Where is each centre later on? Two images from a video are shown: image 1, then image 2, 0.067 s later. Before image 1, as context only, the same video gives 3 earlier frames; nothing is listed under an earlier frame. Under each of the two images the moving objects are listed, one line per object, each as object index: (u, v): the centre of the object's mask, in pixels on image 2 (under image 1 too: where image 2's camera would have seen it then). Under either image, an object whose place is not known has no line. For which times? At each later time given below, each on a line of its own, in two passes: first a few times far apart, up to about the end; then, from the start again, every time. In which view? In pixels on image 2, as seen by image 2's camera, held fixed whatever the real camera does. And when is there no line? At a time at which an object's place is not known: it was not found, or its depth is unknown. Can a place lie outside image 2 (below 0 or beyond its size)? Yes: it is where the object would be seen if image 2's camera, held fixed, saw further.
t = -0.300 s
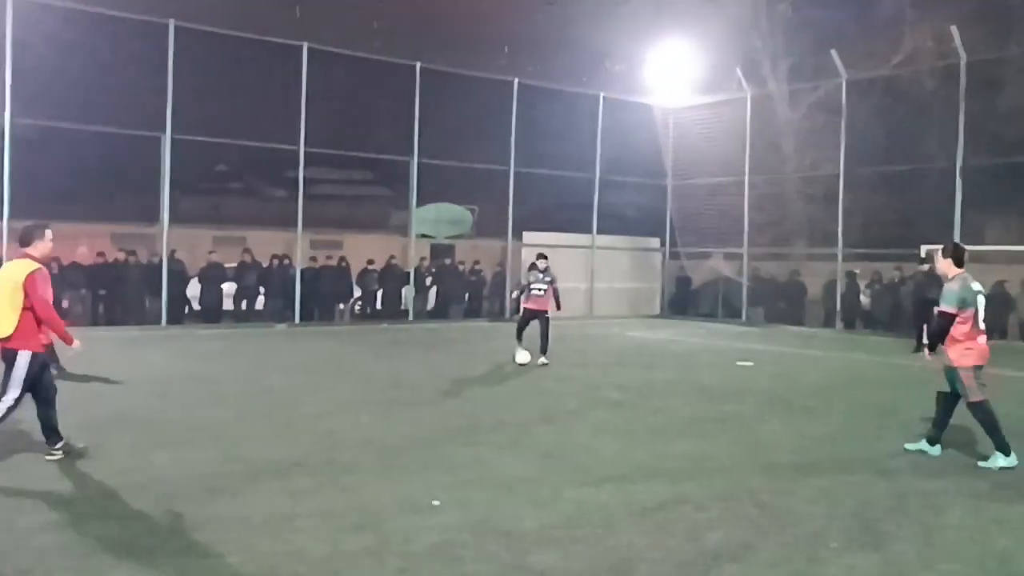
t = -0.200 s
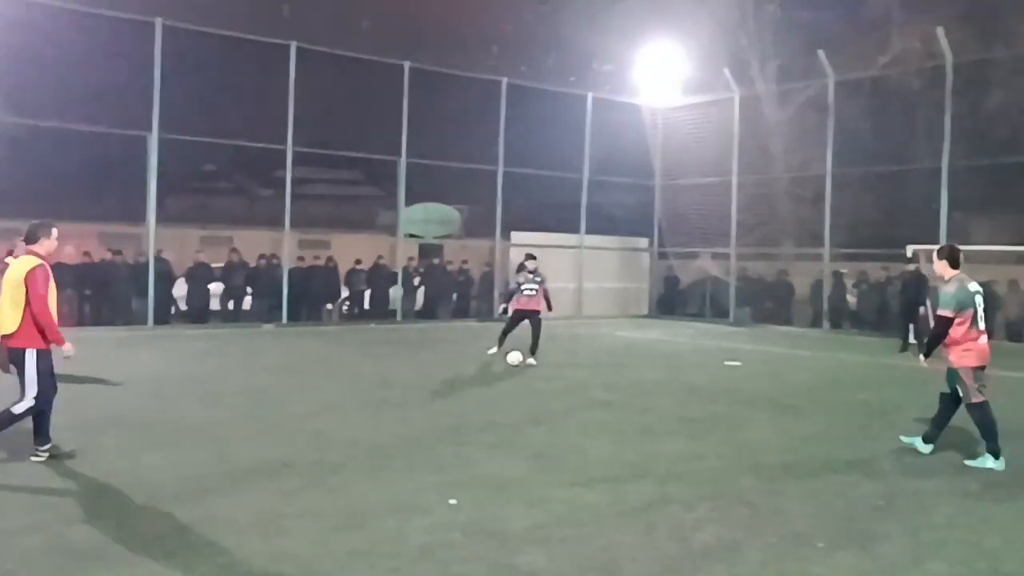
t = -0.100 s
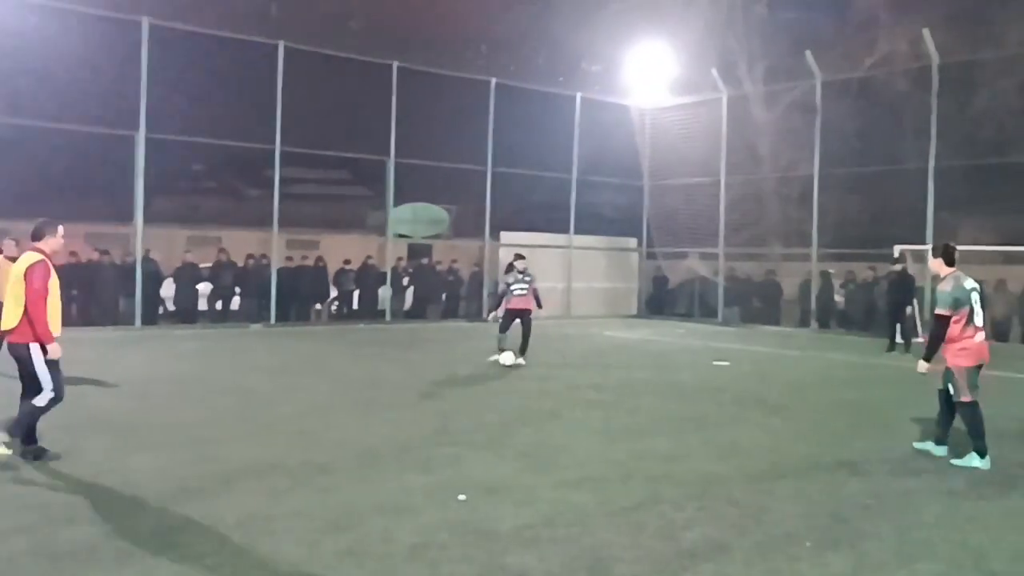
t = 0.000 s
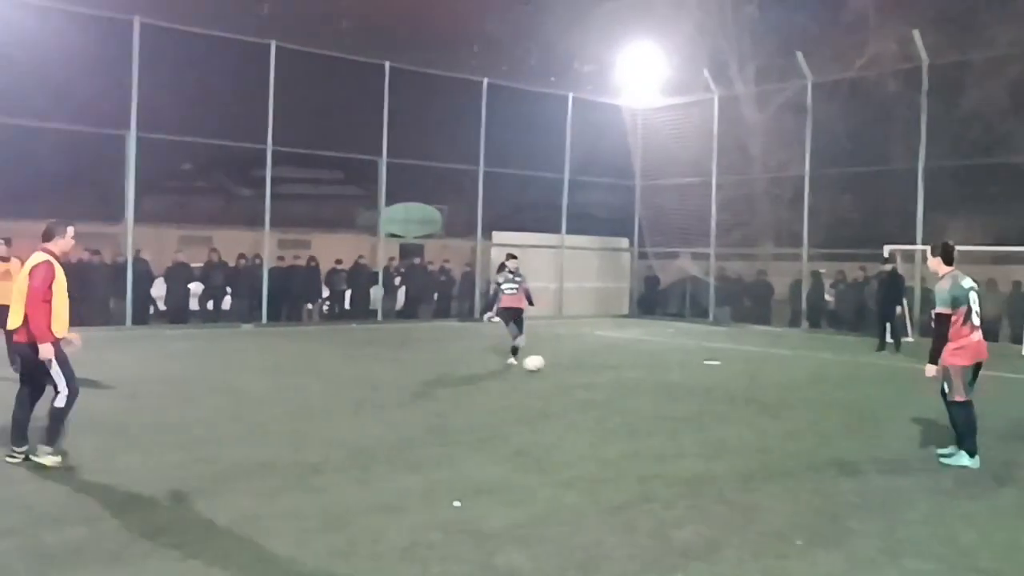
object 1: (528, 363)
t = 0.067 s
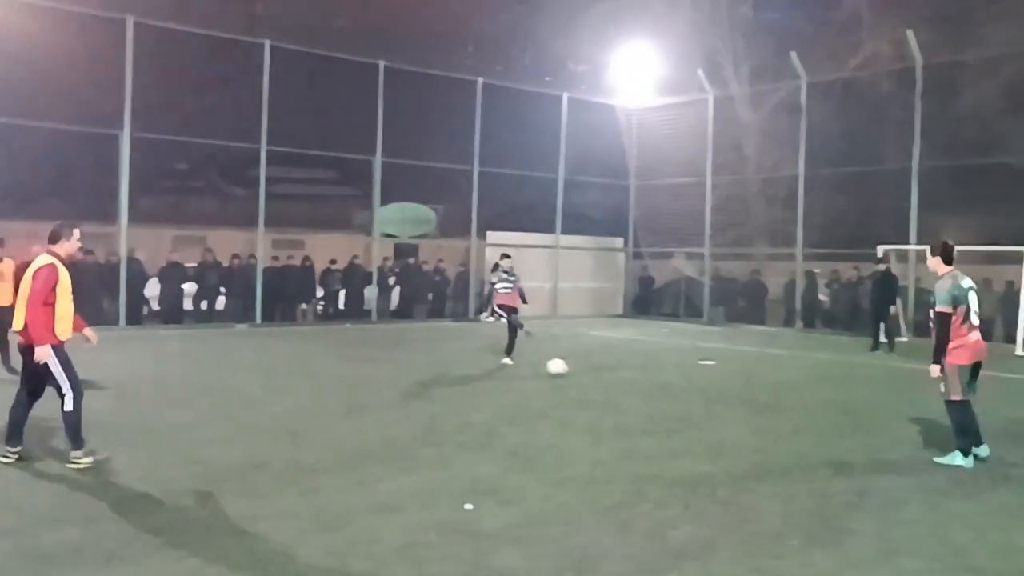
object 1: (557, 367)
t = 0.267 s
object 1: (646, 378)
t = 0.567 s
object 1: (784, 399)
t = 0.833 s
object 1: (932, 419)
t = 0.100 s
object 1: (571, 368)
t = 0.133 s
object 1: (586, 370)
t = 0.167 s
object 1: (601, 372)
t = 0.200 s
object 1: (616, 374)
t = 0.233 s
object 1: (629, 376)
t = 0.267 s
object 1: (646, 378)
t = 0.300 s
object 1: (659, 379)
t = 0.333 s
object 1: (676, 382)
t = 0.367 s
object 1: (690, 384)
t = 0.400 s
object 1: (706, 387)
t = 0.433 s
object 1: (721, 389)
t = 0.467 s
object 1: (737, 391)
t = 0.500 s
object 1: (752, 394)
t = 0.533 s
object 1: (769, 397)
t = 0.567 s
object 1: (784, 399)
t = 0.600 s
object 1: (802, 401)
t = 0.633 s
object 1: (818, 404)
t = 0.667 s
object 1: (837, 407)
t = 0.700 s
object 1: (854, 409)
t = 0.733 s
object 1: (874, 412)
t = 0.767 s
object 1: (892, 415)
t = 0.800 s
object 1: (913, 418)
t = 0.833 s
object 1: (932, 419)
